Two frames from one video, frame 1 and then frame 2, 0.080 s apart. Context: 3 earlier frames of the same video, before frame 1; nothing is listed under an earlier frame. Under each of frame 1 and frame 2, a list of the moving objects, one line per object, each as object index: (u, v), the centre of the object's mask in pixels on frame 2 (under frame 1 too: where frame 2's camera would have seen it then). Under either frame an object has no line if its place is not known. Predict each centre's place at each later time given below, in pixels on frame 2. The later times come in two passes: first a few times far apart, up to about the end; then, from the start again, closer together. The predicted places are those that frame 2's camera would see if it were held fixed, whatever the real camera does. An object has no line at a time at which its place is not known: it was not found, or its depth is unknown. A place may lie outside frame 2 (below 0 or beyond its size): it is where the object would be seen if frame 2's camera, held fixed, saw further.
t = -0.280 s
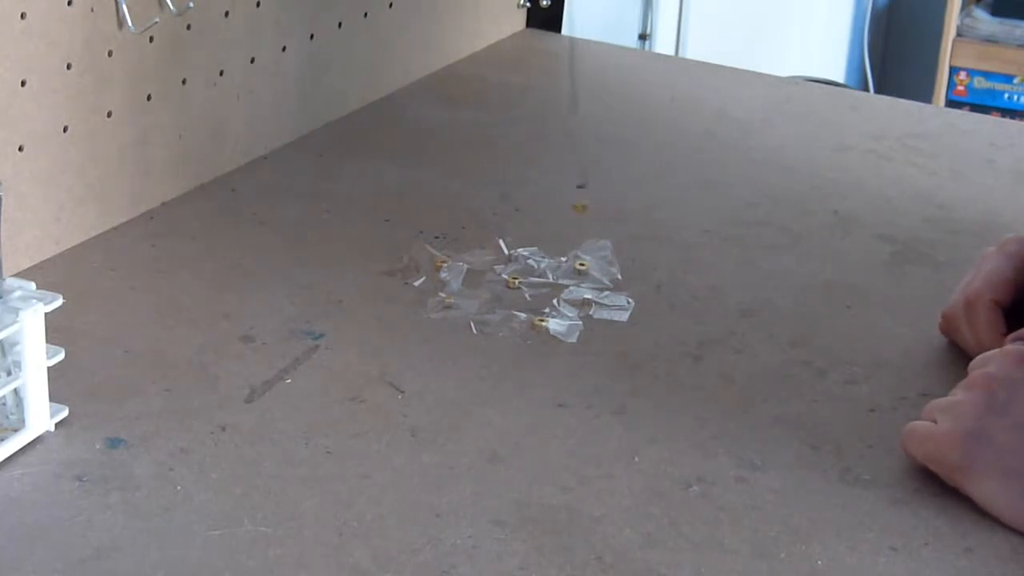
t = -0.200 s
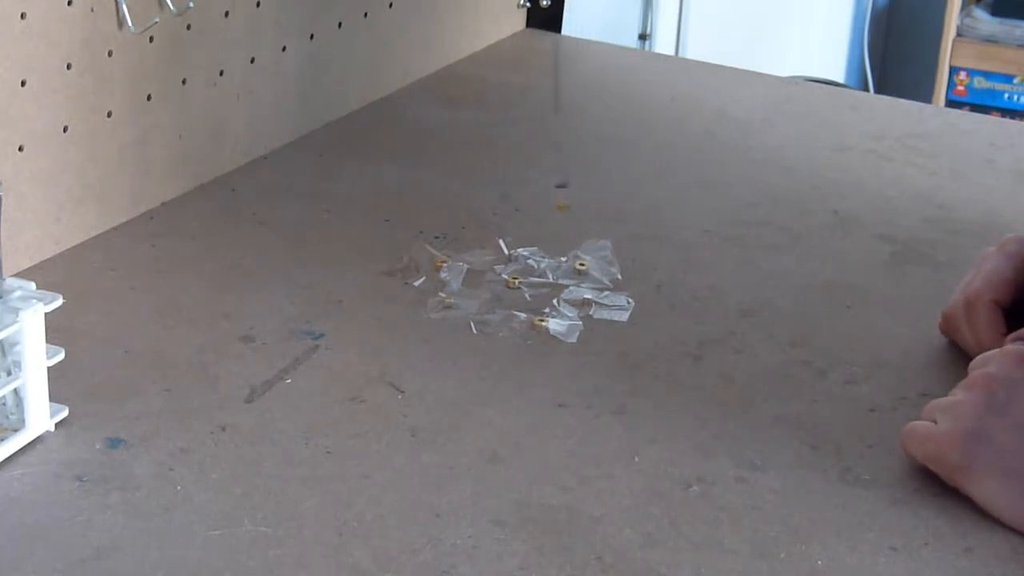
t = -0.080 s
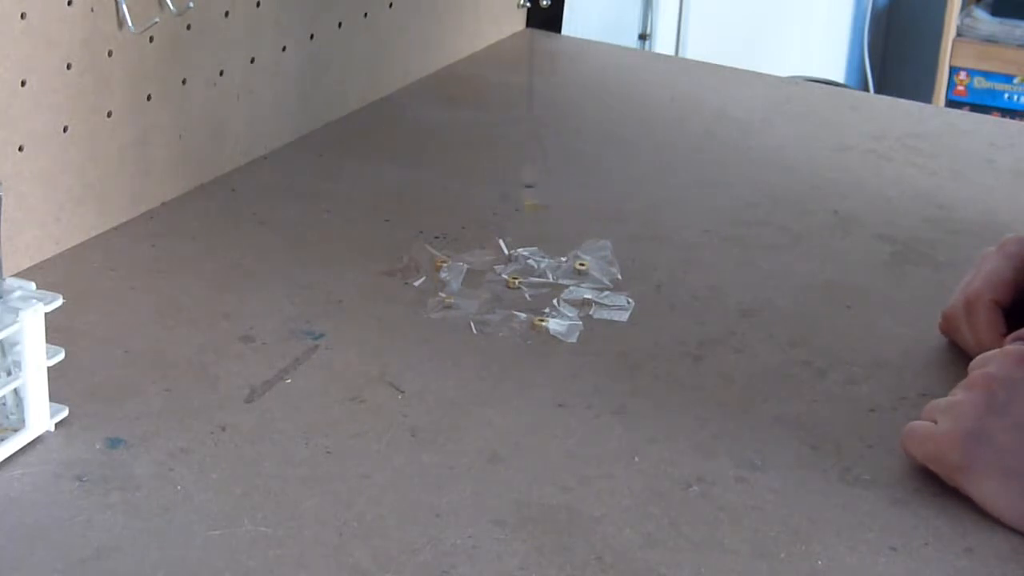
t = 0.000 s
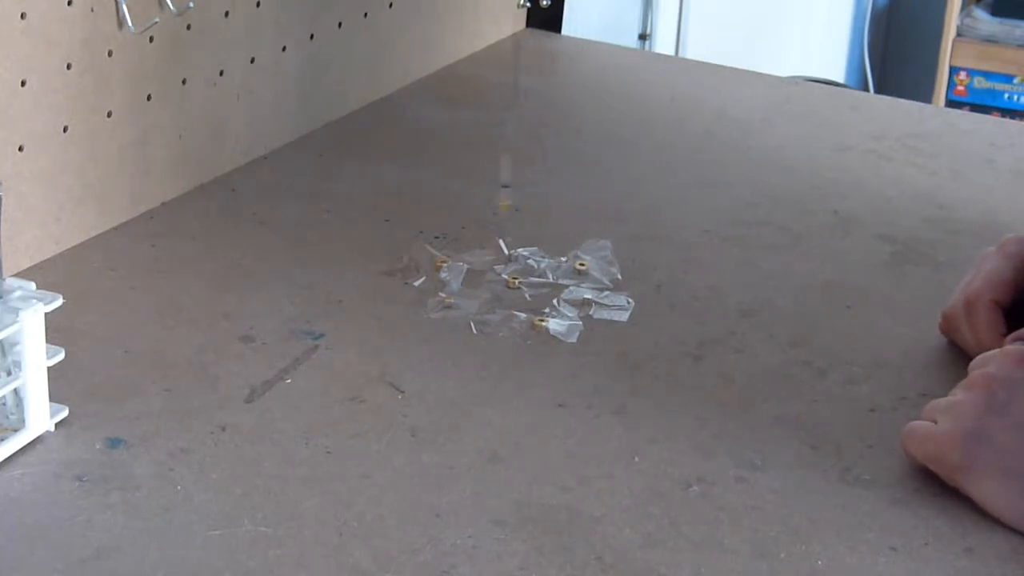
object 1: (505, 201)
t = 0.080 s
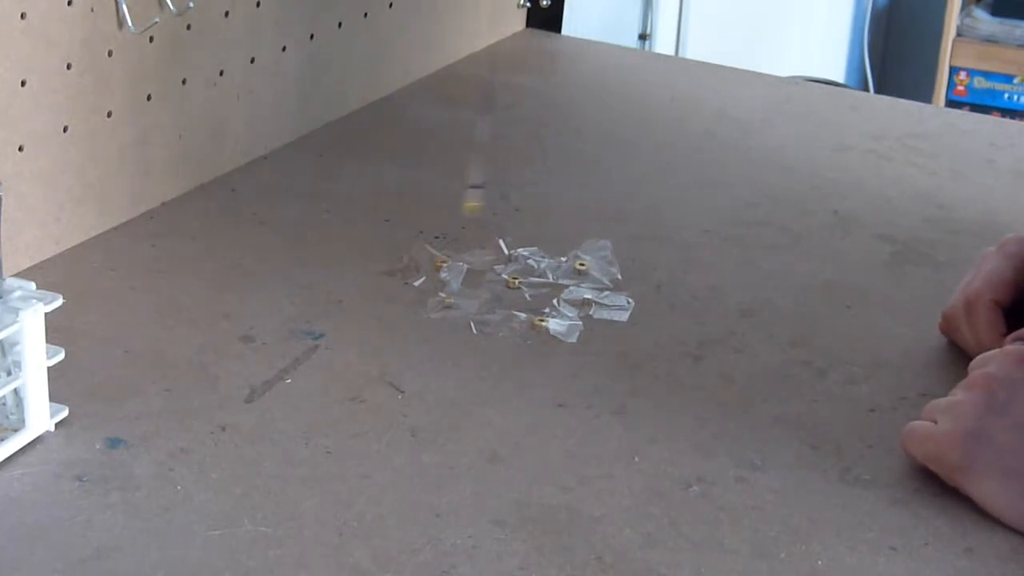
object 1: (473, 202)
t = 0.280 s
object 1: (390, 201)
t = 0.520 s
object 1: (410, 200)
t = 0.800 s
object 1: (518, 198)
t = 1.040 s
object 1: (560, 206)
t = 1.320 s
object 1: (590, 211)
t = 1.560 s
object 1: (582, 208)
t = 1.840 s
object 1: (542, 202)
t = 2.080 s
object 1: (494, 199)
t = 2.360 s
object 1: (393, 203)
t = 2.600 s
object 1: (424, 202)
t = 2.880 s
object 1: (516, 199)
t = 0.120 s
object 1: (455, 202)
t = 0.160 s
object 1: (437, 202)
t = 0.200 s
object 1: (418, 201)
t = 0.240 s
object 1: (402, 201)
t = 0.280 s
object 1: (390, 201)
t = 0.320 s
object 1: (381, 201)
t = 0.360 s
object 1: (378, 201)
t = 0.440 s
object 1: (385, 200)
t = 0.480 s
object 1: (396, 201)
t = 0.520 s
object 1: (410, 200)
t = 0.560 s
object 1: (427, 200)
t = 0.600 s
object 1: (446, 200)
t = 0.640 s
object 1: (463, 200)
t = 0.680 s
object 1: (479, 200)
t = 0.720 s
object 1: (495, 199)
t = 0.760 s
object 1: (507, 199)
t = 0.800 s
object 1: (518, 198)
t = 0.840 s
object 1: (526, 200)
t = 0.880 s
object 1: (533, 200)
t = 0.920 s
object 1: (540, 201)
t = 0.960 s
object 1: (547, 203)
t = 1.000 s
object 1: (554, 205)
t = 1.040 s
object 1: (560, 206)
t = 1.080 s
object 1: (567, 207)
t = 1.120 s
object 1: (572, 208)
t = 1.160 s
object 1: (578, 209)
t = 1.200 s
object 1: (582, 210)
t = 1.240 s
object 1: (586, 211)
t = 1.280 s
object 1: (588, 211)
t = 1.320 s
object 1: (590, 211)
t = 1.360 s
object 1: (591, 211)
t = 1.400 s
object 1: (591, 211)
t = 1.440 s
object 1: (590, 210)
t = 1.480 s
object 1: (588, 209)
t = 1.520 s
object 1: (586, 209)
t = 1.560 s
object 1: (582, 208)
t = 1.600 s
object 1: (578, 208)
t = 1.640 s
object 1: (573, 206)
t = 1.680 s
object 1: (568, 205)
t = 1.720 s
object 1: (560, 203)
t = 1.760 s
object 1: (554, 203)
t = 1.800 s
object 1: (548, 203)
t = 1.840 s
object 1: (542, 202)
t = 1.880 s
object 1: (535, 202)
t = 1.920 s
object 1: (529, 200)
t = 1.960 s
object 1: (521, 200)
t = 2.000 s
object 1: (514, 199)
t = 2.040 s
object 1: (506, 200)
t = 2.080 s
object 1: (494, 199)
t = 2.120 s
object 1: (481, 199)
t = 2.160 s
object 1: (466, 200)
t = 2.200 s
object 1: (449, 202)
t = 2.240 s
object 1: (431, 202)
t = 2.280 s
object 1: (417, 202)
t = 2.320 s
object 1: (402, 203)
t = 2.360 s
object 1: (393, 203)
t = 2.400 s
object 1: (387, 205)
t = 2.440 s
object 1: (387, 205)
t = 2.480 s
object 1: (390, 205)
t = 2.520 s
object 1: (398, 203)
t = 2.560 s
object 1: (410, 203)
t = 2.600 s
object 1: (424, 202)
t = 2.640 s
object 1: (440, 202)
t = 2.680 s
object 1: (457, 202)
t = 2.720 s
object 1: (473, 201)
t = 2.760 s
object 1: (486, 201)
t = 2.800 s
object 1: (499, 201)
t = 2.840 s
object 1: (508, 201)
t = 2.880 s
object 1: (516, 199)
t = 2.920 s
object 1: (522, 200)
